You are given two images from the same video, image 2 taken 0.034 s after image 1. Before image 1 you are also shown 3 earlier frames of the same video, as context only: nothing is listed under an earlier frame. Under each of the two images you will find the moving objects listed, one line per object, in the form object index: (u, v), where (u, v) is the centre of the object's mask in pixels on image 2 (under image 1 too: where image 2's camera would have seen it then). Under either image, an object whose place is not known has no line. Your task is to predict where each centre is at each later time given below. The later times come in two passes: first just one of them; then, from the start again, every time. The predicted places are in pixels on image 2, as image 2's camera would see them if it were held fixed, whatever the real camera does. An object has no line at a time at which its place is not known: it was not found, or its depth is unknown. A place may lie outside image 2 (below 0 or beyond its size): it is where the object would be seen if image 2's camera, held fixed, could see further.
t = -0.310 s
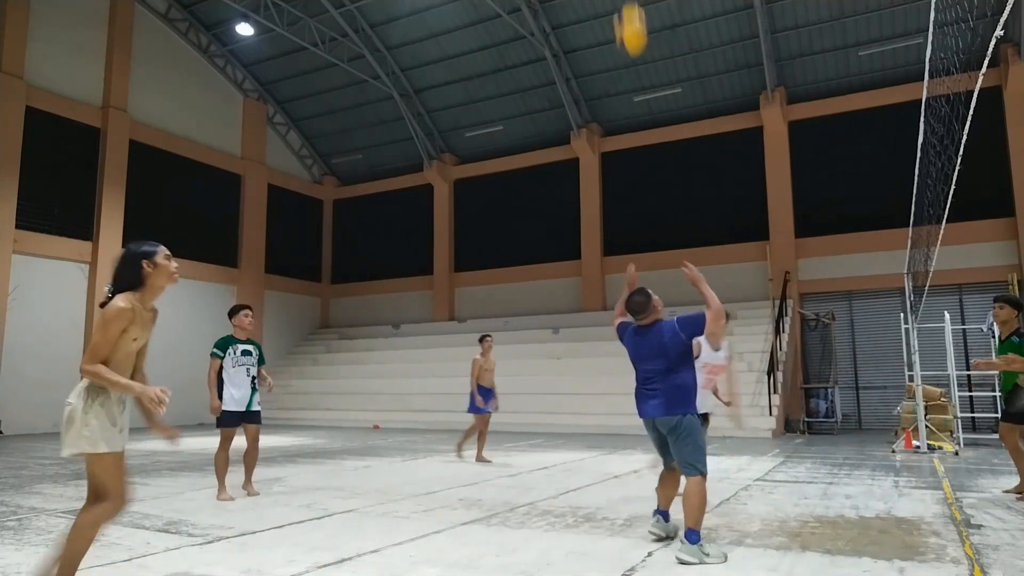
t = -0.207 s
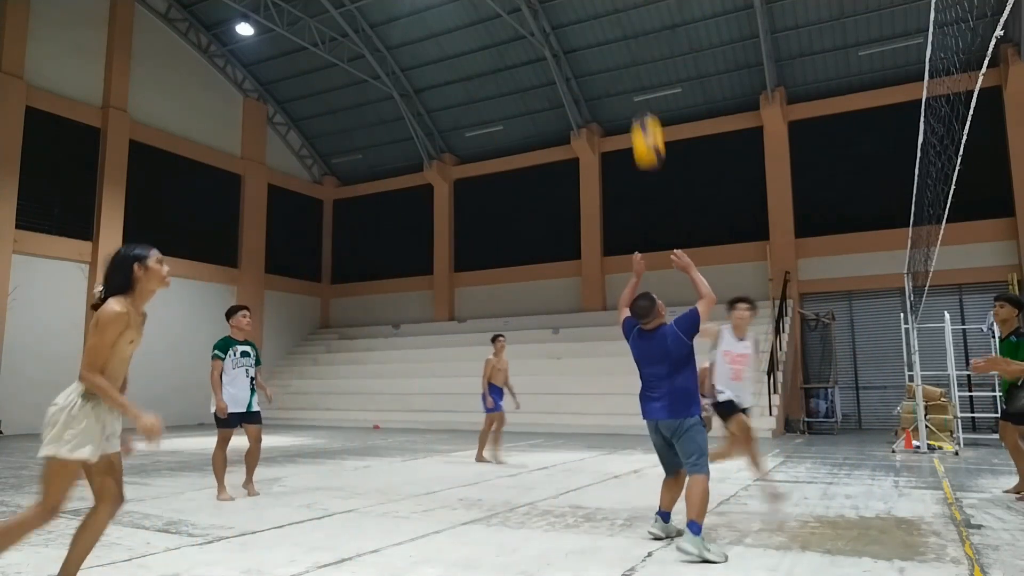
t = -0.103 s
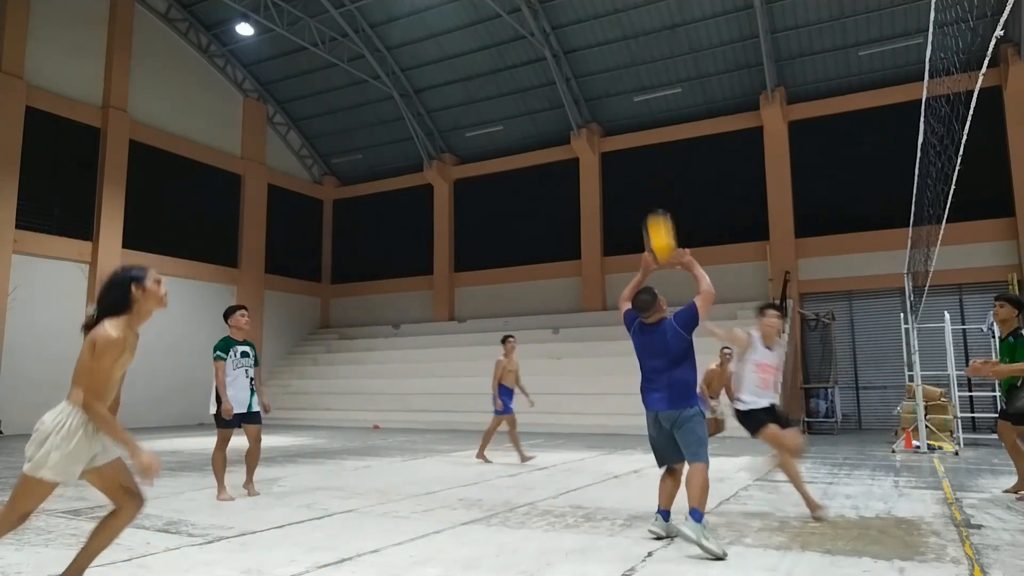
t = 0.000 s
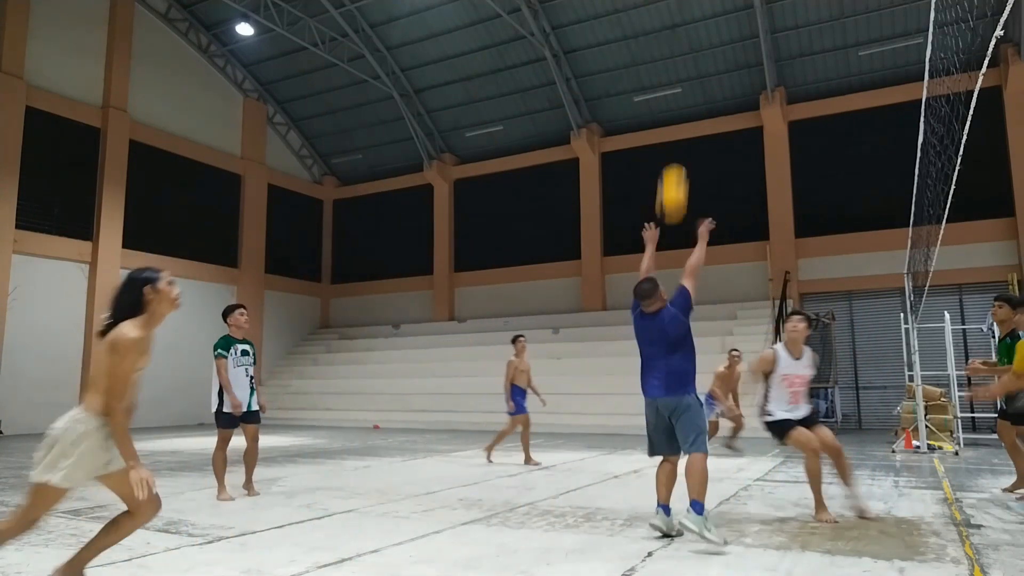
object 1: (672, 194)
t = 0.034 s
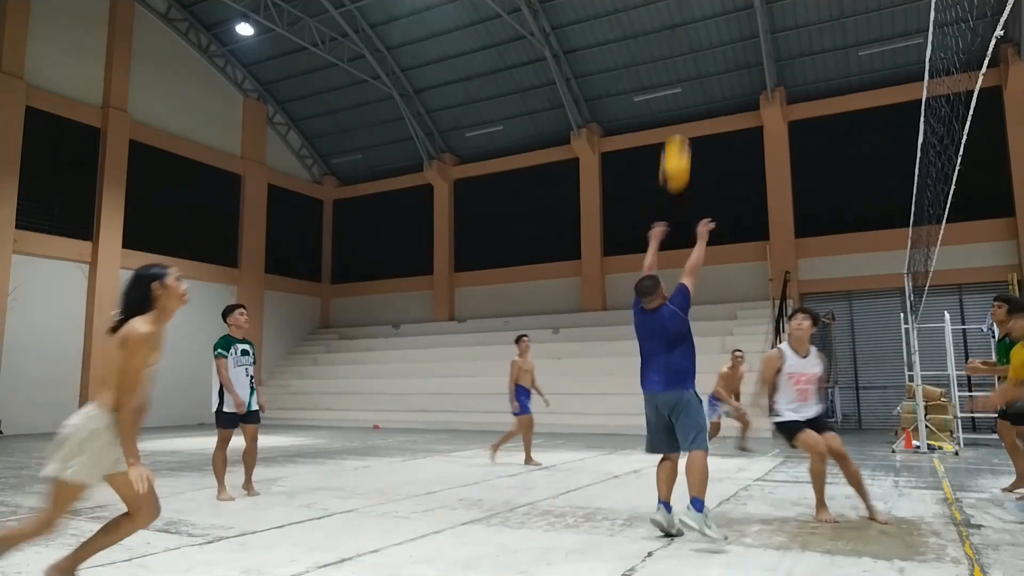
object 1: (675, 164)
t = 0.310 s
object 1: (694, 15)
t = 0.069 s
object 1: (678, 137)
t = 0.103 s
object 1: (681, 111)
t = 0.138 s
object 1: (683, 90)
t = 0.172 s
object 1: (686, 70)
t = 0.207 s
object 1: (688, 54)
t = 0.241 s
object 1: (691, 39)
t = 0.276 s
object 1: (693, 25)
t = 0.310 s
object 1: (694, 15)
